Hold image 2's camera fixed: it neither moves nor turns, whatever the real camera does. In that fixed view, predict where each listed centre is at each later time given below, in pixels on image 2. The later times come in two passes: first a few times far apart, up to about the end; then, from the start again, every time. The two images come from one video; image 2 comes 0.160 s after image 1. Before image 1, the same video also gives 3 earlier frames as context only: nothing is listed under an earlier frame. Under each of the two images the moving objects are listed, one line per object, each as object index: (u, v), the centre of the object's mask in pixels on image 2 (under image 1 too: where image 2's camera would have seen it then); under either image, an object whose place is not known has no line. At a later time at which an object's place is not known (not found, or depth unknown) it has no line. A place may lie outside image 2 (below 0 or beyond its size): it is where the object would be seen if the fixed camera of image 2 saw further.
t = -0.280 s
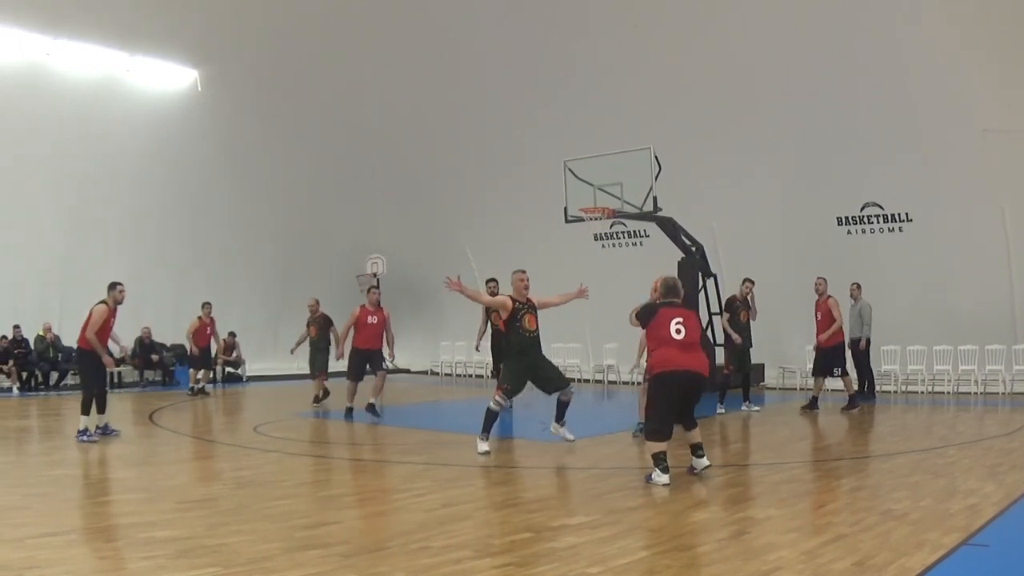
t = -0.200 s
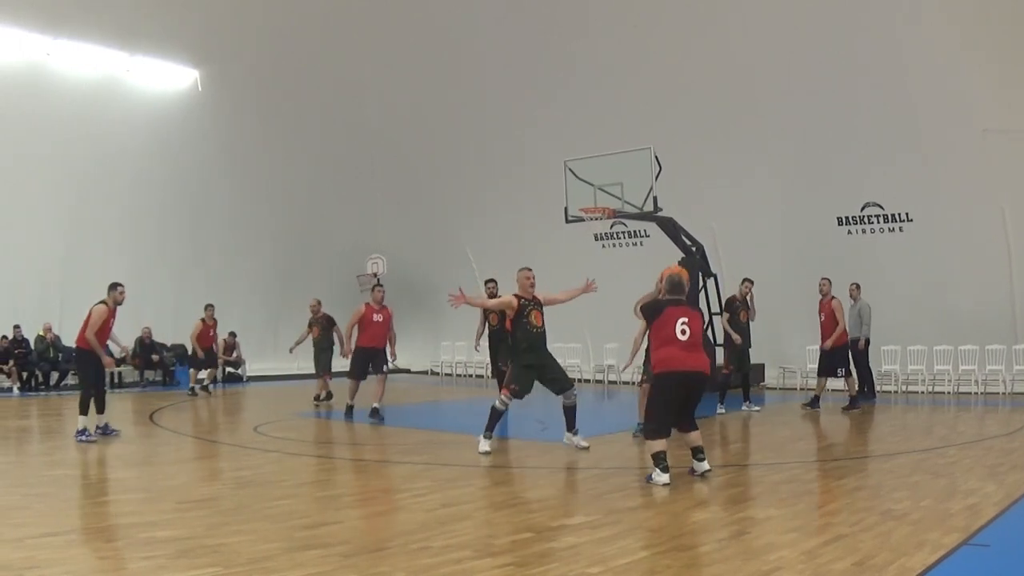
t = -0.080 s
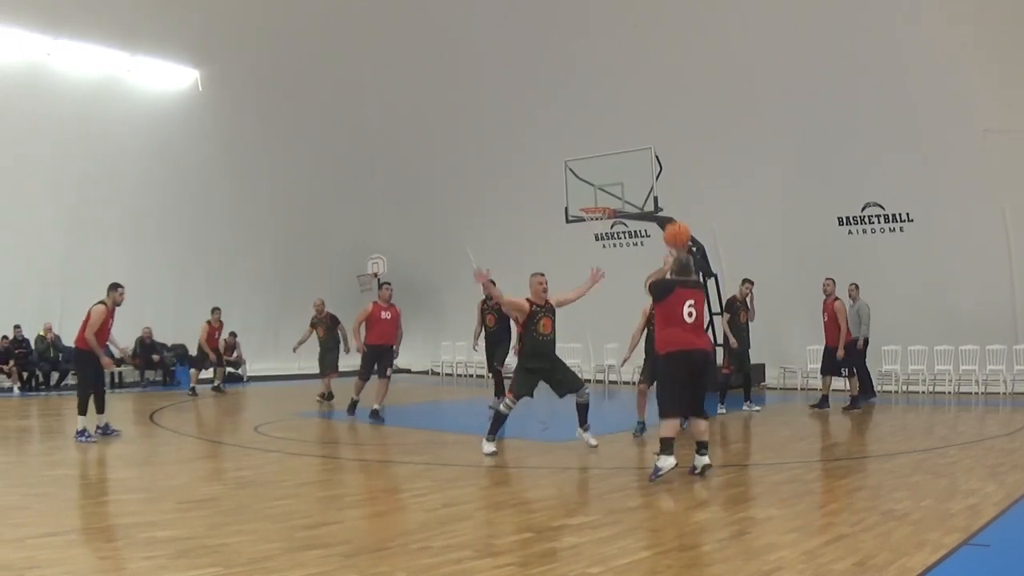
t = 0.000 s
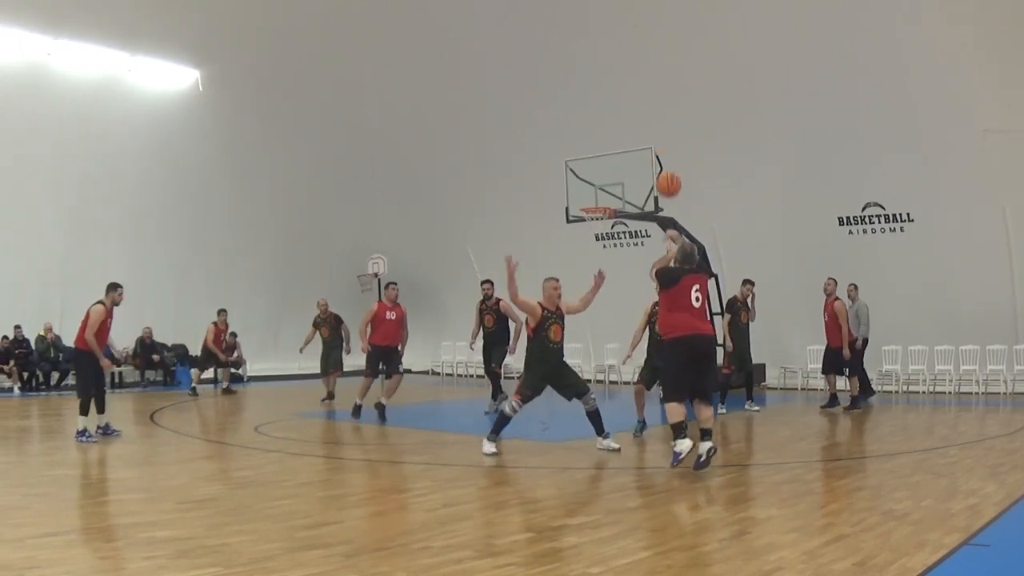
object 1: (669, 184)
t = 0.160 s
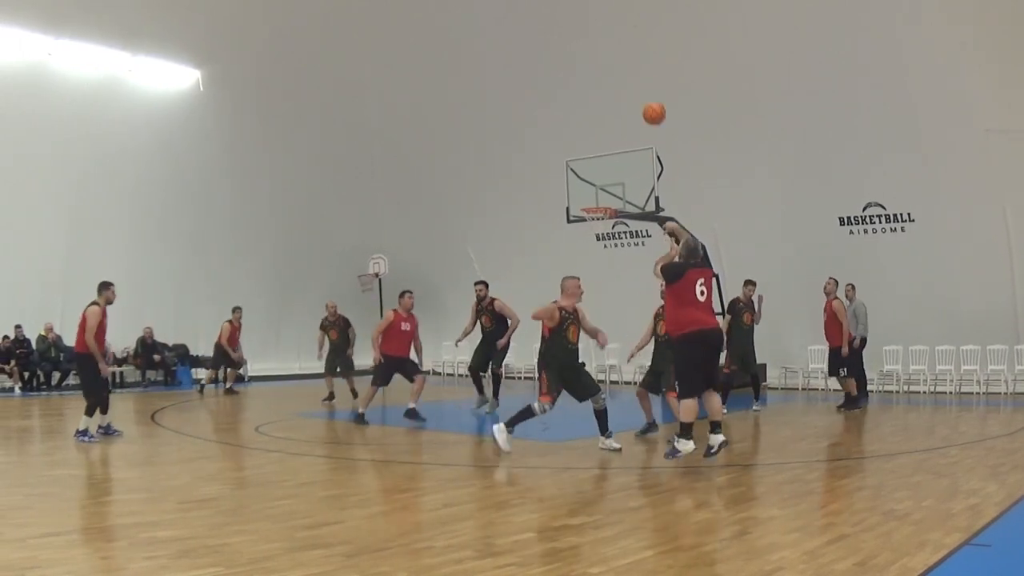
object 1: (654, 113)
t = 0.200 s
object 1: (651, 101)
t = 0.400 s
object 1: (637, 67)
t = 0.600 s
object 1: (626, 69)
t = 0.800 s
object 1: (617, 97)
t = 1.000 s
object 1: (610, 147)
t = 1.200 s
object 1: (602, 197)
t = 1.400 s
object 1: (583, 188)
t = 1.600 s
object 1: (558, 194)
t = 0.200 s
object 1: (651, 101)
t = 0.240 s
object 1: (648, 91)
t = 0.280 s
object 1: (645, 83)
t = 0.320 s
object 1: (642, 76)
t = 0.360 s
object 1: (639, 71)
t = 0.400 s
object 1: (637, 67)
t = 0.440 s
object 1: (635, 65)
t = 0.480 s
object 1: (632, 65)
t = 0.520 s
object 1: (630, 65)
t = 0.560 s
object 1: (628, 66)
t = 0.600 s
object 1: (626, 69)
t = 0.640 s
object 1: (624, 73)
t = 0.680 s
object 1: (622, 78)
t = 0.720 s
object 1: (621, 83)
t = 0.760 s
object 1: (619, 90)
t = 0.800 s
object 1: (617, 97)
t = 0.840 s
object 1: (616, 106)
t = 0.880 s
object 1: (615, 115)
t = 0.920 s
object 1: (613, 125)
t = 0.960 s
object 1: (612, 136)
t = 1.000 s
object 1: (610, 147)
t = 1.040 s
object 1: (609, 159)
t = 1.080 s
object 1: (608, 172)
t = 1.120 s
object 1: (607, 186)
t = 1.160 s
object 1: (605, 199)
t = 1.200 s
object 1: (602, 197)
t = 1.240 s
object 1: (599, 194)
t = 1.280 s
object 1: (595, 191)
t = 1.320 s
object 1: (591, 190)
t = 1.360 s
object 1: (588, 190)
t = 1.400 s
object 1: (583, 188)
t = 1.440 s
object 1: (578, 187)
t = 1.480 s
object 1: (573, 187)
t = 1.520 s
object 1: (568, 189)
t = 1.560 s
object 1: (563, 191)
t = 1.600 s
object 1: (558, 194)
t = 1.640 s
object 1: (553, 198)
